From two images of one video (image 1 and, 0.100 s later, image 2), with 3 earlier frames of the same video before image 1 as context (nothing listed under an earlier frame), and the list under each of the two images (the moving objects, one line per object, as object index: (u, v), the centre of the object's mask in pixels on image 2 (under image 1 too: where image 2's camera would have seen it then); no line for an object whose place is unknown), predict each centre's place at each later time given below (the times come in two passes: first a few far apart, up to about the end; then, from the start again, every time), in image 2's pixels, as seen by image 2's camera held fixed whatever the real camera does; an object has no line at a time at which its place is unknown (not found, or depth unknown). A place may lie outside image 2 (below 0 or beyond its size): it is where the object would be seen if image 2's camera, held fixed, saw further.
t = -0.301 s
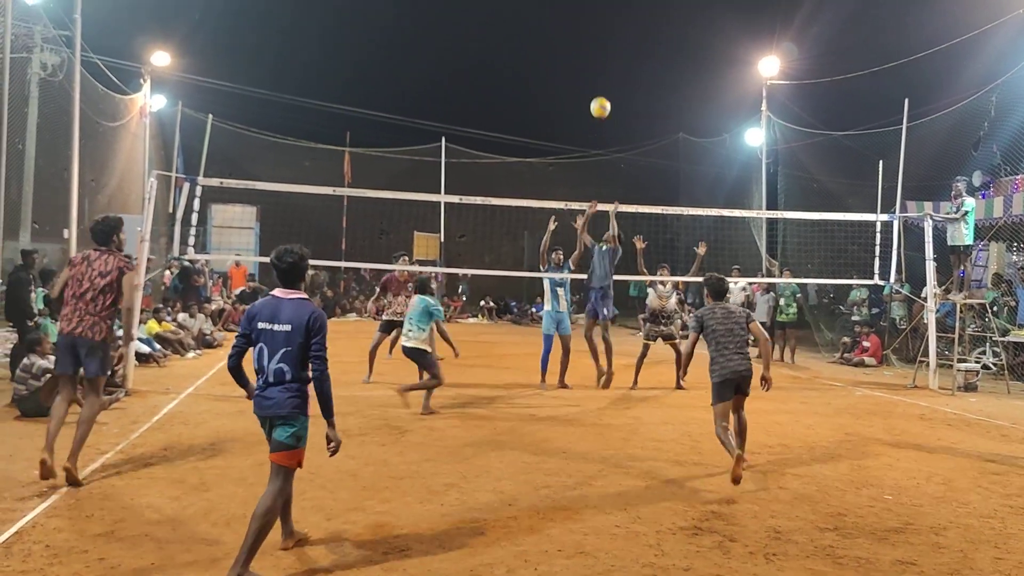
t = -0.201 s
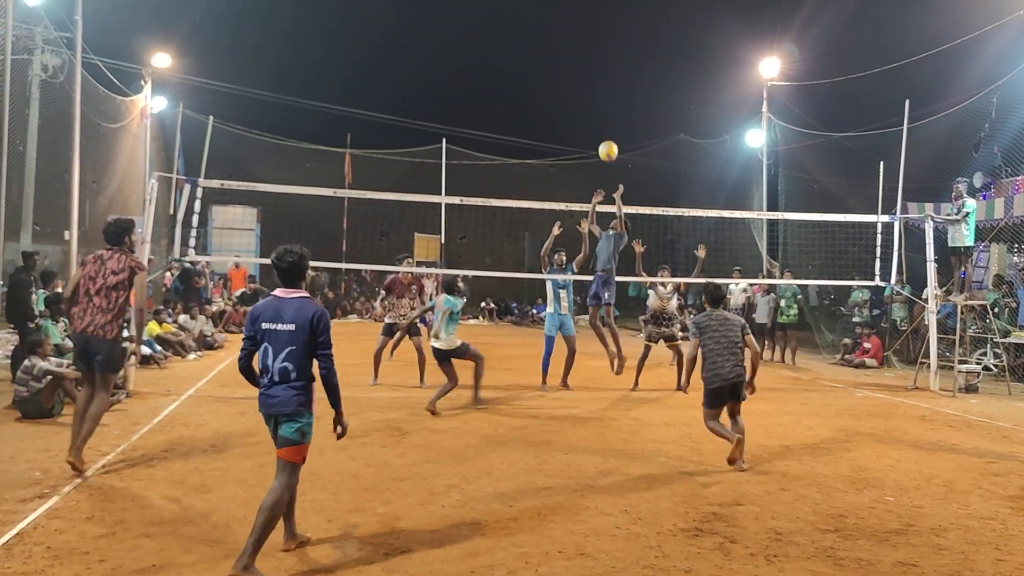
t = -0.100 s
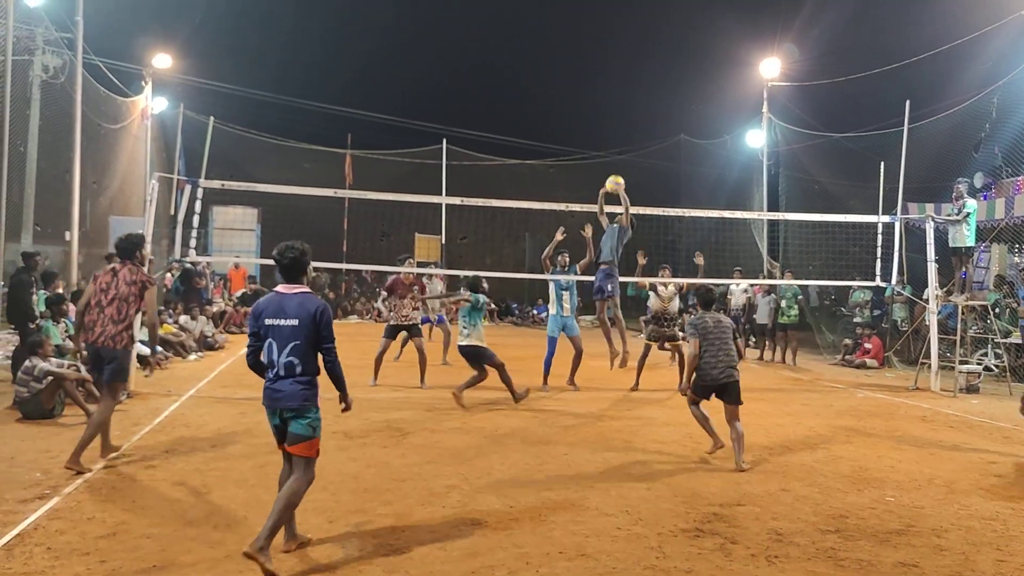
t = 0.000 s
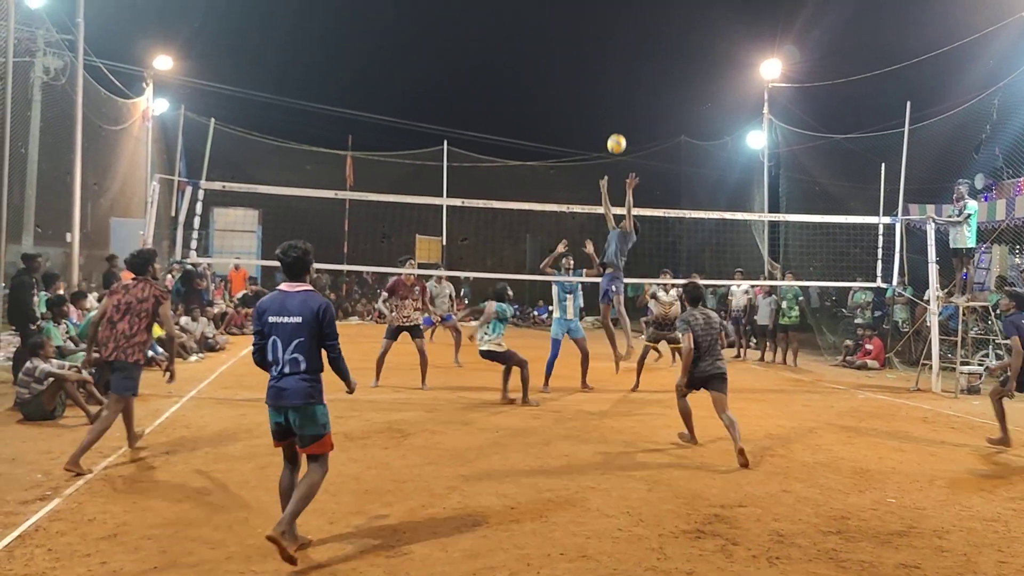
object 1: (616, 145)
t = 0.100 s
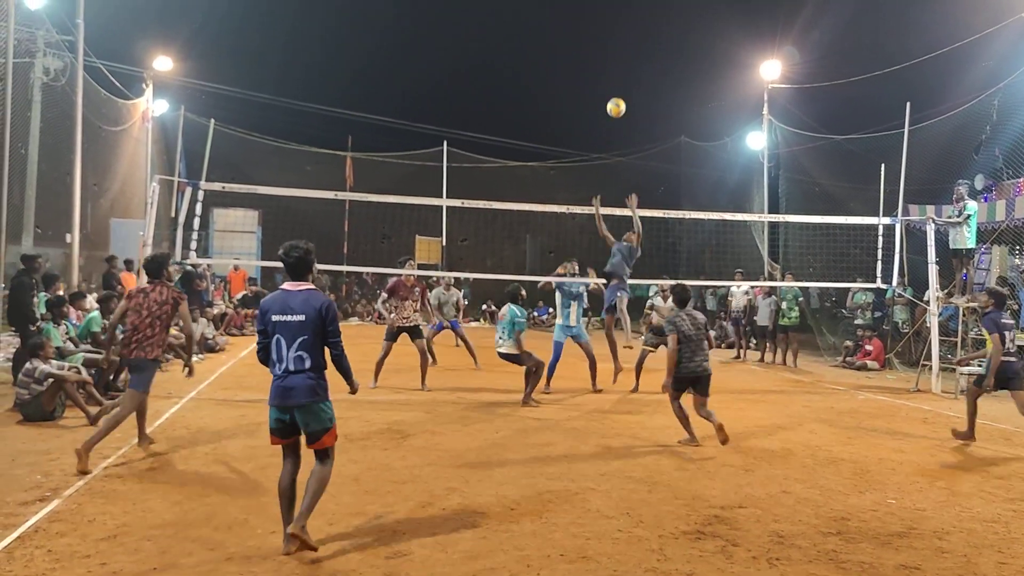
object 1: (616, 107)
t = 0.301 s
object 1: (615, 57)
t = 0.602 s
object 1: (614, 43)
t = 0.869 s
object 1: (610, 93)
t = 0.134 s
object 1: (616, 97)
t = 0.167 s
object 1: (616, 87)
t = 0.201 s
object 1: (616, 78)
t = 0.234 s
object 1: (616, 70)
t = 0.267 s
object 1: (616, 63)
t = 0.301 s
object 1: (615, 57)
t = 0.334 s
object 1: (615, 52)
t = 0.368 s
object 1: (615, 47)
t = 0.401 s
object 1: (615, 44)
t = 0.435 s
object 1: (615, 41)
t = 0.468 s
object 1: (615, 40)
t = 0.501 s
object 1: (615, 39)
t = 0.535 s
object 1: (614, 40)
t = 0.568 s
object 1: (614, 41)
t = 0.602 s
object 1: (614, 43)
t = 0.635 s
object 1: (613, 46)
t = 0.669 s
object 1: (613, 50)
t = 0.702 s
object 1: (613, 55)
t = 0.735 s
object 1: (612, 61)
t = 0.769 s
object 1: (612, 67)
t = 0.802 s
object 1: (611, 75)
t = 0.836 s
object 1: (611, 83)
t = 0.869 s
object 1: (610, 93)
